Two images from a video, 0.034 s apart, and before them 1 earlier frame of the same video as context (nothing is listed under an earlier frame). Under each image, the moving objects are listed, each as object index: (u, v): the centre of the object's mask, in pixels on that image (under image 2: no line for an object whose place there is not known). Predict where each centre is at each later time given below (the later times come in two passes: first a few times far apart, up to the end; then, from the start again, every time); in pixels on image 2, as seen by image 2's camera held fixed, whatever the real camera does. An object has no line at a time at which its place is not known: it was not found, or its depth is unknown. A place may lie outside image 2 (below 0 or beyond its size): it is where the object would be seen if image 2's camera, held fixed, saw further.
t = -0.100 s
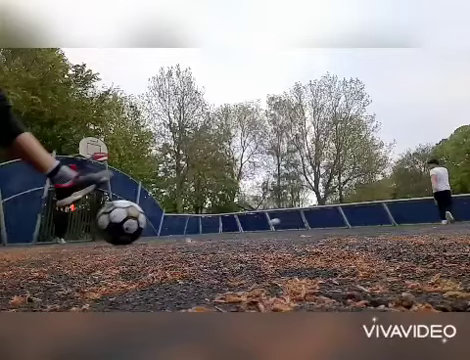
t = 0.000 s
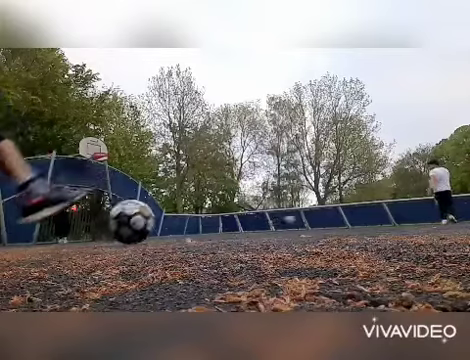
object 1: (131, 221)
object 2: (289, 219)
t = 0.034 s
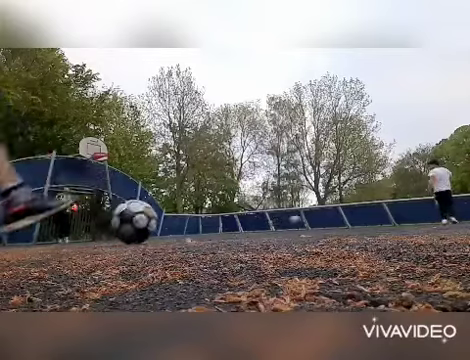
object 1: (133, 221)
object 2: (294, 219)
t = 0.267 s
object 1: (152, 221)
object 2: (330, 223)
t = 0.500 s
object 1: (165, 221)
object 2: (360, 218)
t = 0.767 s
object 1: (177, 221)
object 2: (395, 219)
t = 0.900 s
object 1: (180, 221)
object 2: (410, 220)
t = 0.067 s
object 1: (136, 221)
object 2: (300, 219)
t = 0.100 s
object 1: (138, 222)
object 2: (306, 219)
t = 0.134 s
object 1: (143, 221)
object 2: (310, 220)
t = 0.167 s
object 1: (145, 221)
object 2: (315, 222)
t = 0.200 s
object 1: (147, 221)
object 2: (320, 222)
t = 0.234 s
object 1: (149, 221)
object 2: (325, 224)
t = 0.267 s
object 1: (152, 221)
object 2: (330, 223)
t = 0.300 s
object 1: (153, 221)
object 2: (334, 222)
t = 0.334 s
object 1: (155, 221)
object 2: (338, 221)
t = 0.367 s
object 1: (157, 221)
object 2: (342, 220)
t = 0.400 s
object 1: (159, 221)
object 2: (348, 218)
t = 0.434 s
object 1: (161, 221)
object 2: (352, 218)
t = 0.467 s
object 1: (163, 221)
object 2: (356, 218)
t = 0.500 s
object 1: (165, 221)
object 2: (360, 218)
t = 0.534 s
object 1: (166, 221)
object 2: (365, 219)
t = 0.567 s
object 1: (168, 221)
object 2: (369, 221)
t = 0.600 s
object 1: (170, 221)
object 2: (373, 222)
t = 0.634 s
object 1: (172, 221)
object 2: (378, 222)
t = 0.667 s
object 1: (172, 220)
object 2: (381, 221)
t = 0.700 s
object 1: (174, 221)
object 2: (385, 221)
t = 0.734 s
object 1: (176, 221)
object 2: (389, 220)
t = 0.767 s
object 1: (177, 221)
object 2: (395, 219)
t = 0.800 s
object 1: (178, 222)
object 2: (398, 220)
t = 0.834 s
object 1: (179, 221)
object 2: (402, 221)
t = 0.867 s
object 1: (179, 221)
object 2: (406, 221)
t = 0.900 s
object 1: (180, 221)
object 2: (410, 220)
